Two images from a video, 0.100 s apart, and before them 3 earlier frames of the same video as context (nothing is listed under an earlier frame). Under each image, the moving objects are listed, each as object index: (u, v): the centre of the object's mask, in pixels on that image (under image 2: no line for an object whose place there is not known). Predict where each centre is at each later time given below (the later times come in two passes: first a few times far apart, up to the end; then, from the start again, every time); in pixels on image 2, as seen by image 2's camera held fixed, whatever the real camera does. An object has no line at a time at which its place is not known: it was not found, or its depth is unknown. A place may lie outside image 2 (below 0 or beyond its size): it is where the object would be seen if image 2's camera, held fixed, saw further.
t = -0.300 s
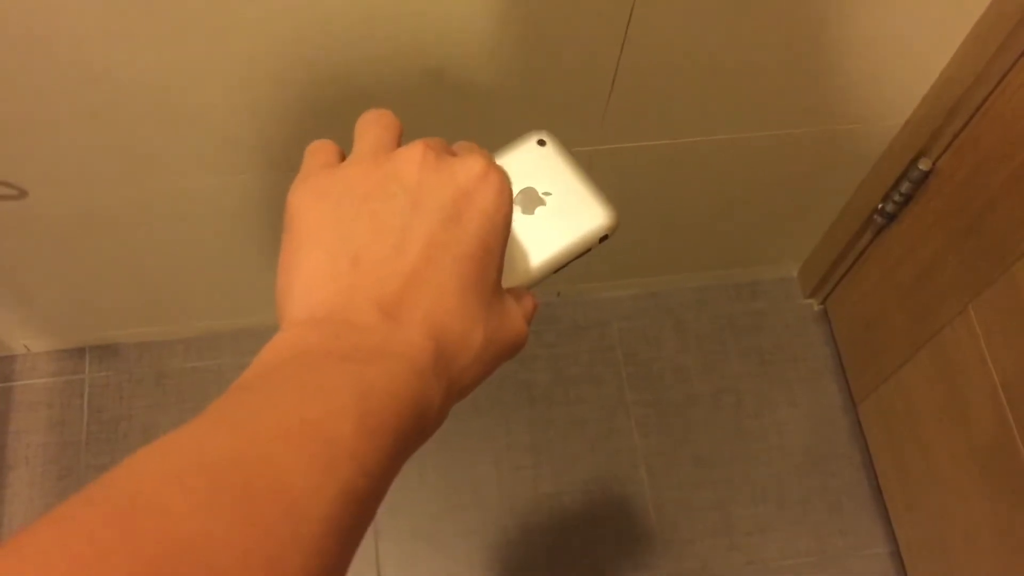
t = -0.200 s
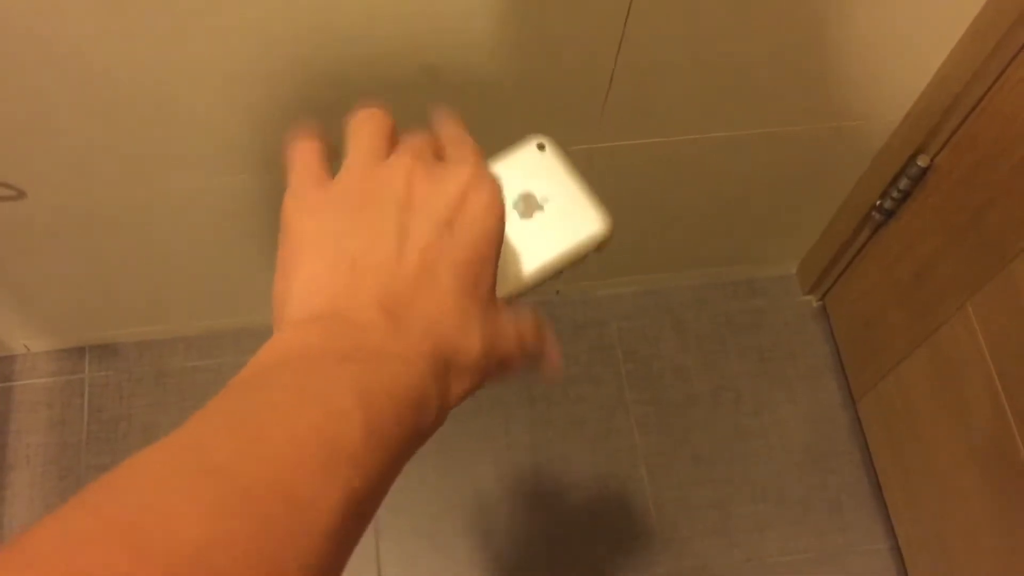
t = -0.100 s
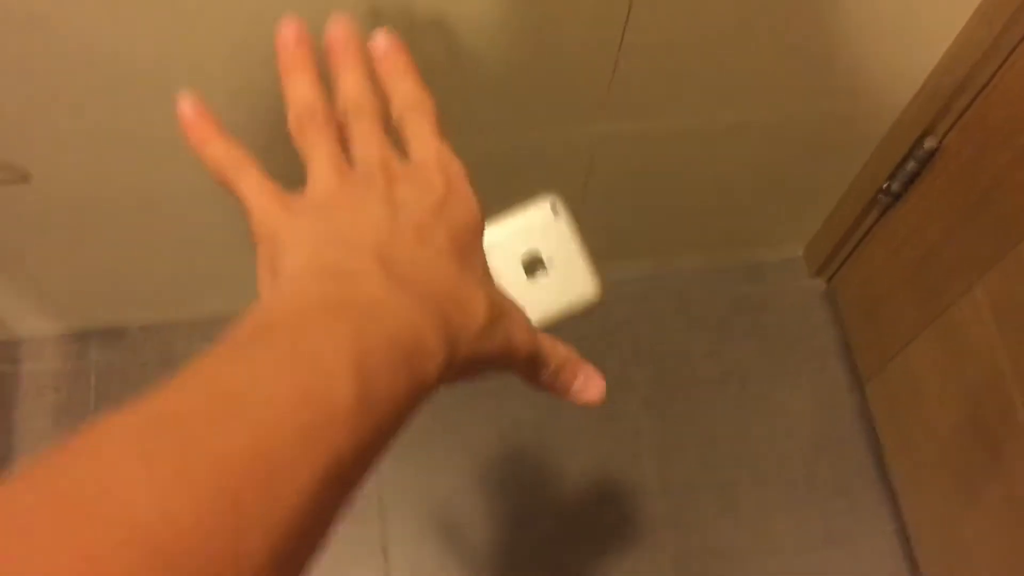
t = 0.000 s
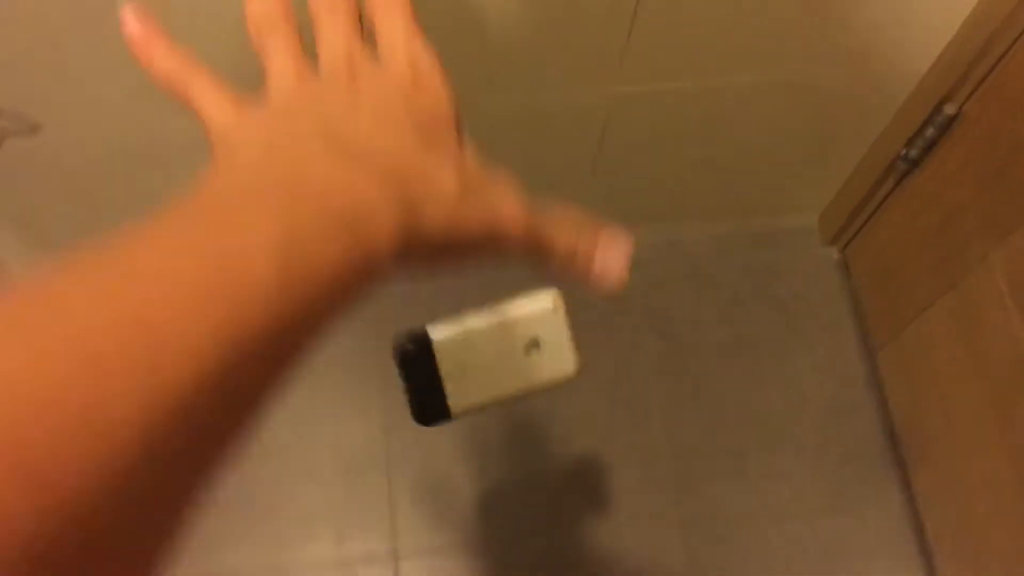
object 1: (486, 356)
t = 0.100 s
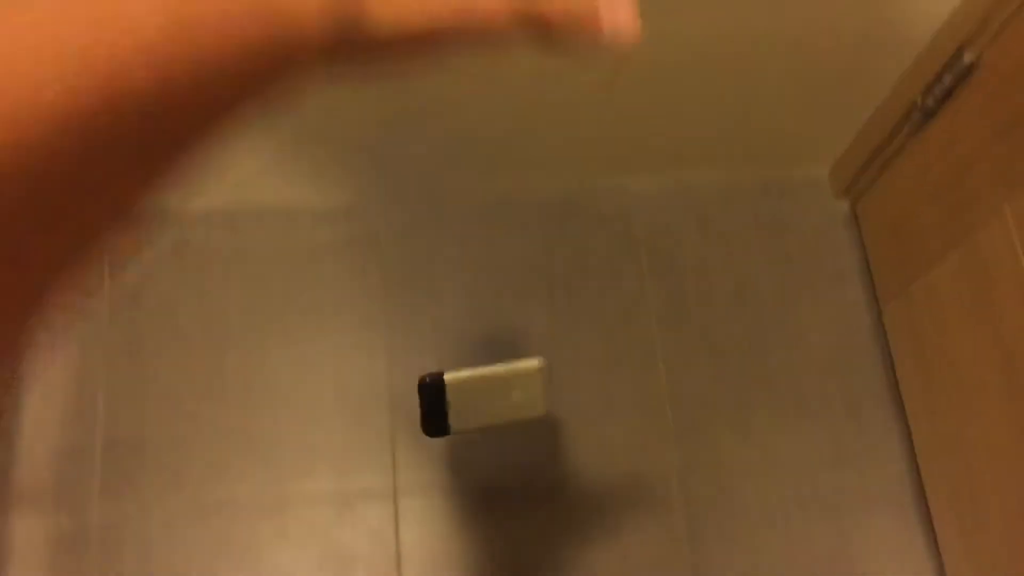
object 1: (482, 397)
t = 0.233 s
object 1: (476, 404)
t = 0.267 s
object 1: (478, 388)
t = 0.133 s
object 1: (480, 426)
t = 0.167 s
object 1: (477, 446)
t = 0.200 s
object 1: (474, 425)
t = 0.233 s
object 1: (476, 404)
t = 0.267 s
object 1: (478, 388)
